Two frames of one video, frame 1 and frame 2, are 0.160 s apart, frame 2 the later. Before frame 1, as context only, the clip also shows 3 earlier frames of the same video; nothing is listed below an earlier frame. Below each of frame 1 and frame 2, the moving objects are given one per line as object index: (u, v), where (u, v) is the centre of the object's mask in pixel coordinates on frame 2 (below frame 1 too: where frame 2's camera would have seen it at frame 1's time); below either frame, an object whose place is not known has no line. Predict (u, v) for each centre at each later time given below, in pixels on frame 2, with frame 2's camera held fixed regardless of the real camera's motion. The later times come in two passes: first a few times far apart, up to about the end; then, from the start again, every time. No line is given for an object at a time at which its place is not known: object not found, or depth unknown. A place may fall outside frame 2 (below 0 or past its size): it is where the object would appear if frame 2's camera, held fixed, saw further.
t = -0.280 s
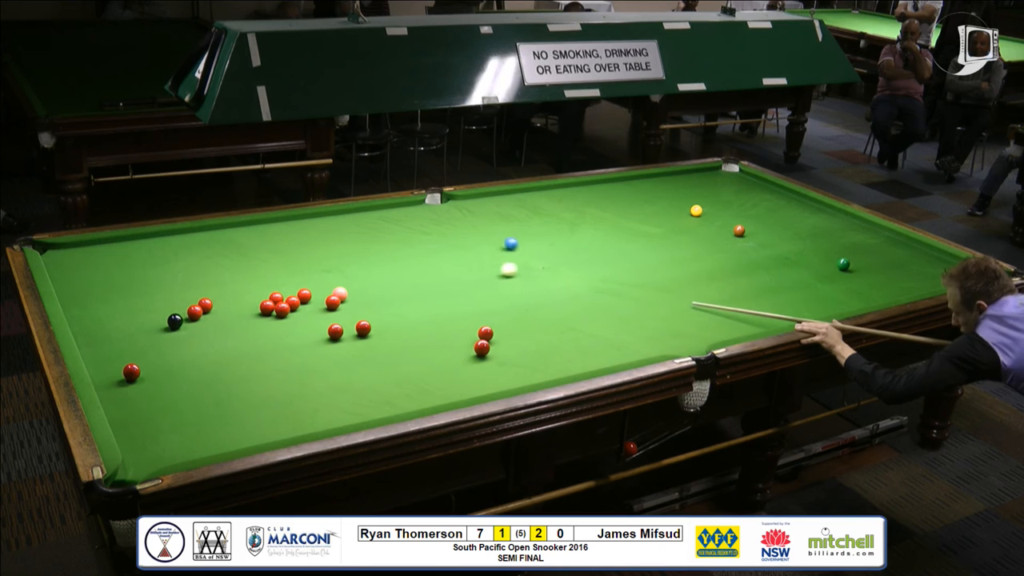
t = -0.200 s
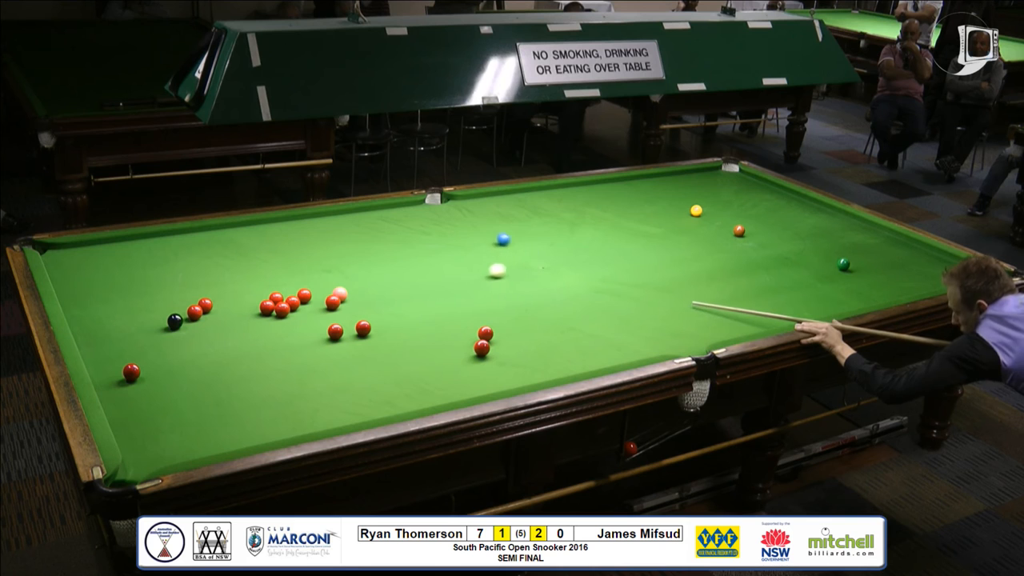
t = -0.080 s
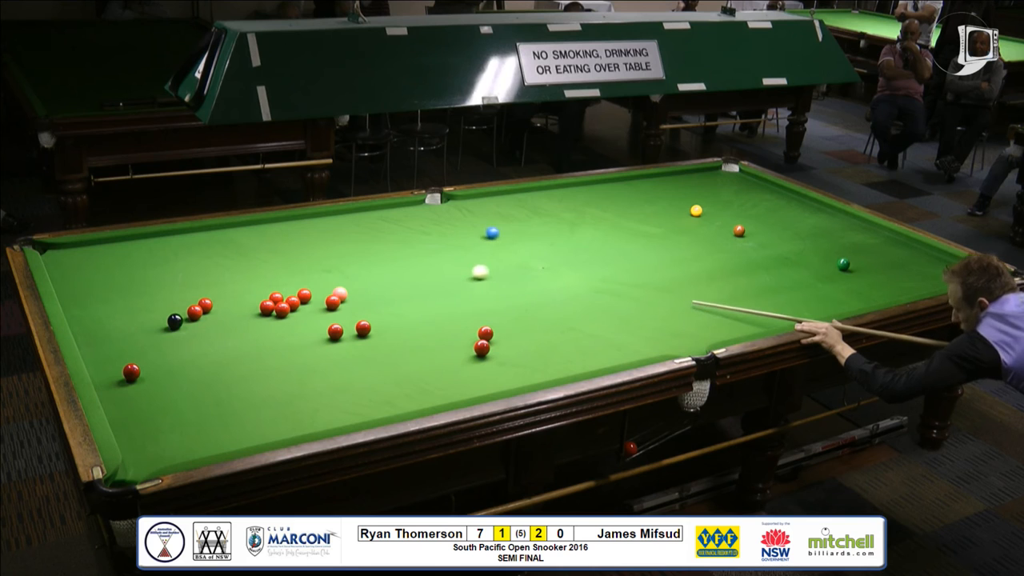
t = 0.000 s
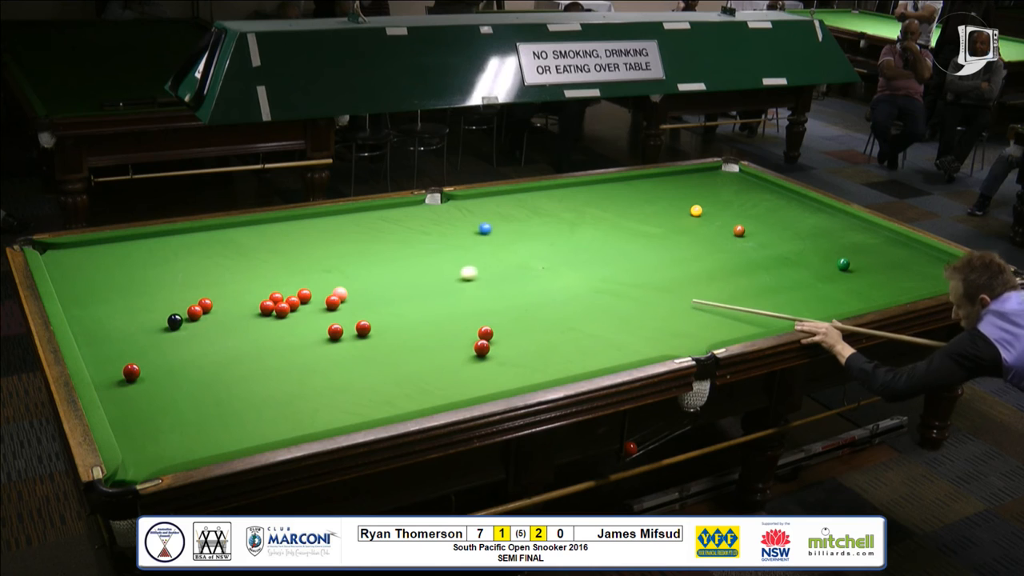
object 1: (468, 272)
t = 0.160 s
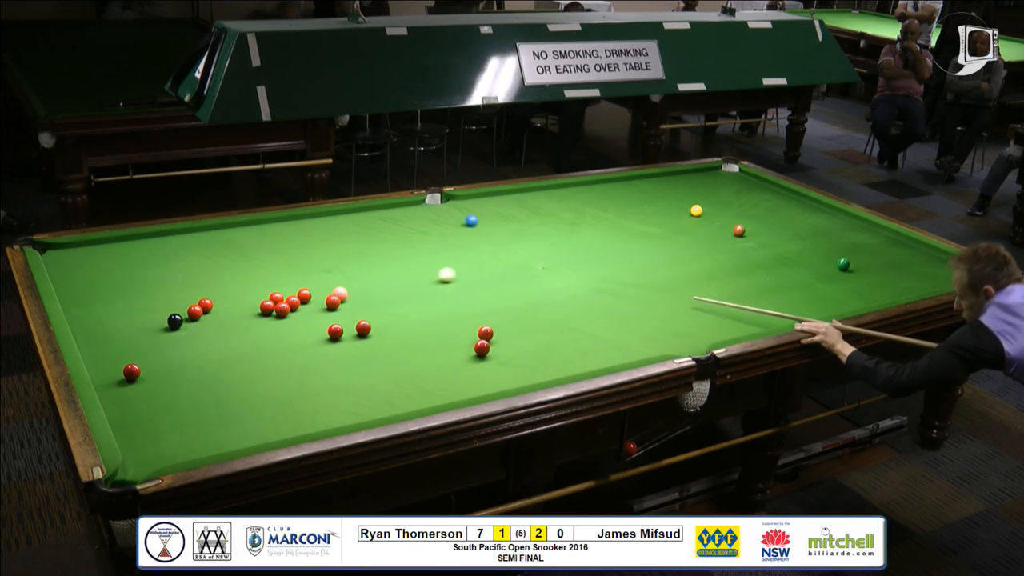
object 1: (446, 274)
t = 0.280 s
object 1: (430, 275)
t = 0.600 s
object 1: (387, 279)
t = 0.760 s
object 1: (367, 281)
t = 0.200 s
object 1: (441, 275)
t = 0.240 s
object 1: (435, 275)
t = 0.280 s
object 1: (430, 275)
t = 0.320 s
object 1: (425, 276)
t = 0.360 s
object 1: (419, 277)
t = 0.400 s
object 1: (414, 277)
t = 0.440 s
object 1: (408, 277)
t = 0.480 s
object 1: (403, 278)
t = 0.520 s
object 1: (398, 278)
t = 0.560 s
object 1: (393, 279)
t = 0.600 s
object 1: (387, 279)
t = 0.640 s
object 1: (382, 280)
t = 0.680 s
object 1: (377, 280)
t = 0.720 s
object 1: (372, 280)
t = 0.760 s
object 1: (367, 281)
